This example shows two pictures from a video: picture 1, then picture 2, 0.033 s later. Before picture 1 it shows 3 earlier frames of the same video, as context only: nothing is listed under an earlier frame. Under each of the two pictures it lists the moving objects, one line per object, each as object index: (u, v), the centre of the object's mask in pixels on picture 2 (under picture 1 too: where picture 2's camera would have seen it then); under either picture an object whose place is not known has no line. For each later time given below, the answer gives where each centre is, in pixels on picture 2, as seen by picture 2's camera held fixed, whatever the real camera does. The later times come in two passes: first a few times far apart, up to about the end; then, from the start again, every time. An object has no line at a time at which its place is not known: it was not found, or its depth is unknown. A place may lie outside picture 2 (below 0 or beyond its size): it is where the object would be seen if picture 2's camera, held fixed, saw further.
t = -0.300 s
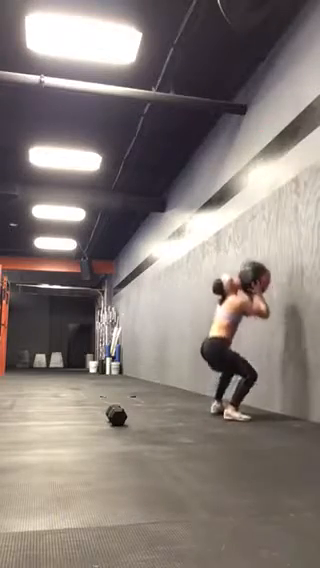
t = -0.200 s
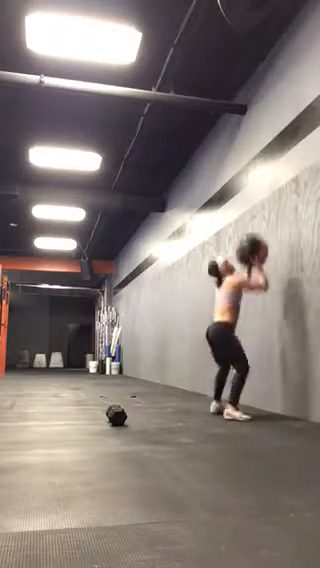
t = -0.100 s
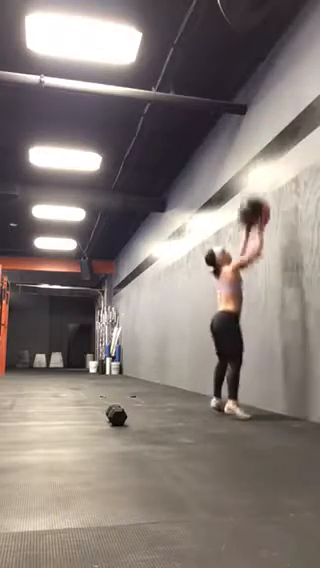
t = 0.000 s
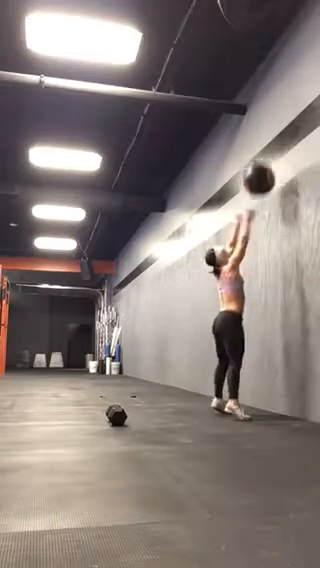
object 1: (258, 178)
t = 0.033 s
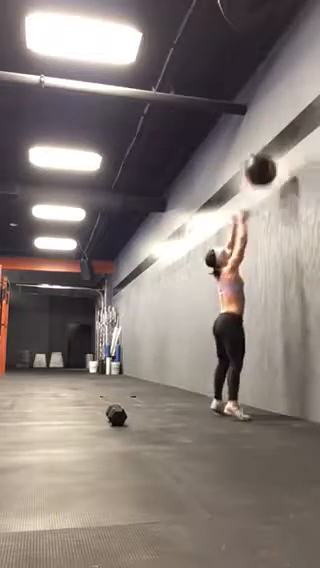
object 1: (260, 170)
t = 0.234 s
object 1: (275, 137)
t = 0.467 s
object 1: (274, 141)
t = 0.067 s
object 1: (262, 162)
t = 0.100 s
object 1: (264, 155)
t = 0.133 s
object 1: (271, 149)
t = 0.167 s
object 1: (273, 144)
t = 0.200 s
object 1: (275, 140)
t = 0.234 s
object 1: (275, 137)
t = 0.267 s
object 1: (276, 135)
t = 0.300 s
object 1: (276, 134)
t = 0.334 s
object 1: (275, 134)
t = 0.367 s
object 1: (275, 134)
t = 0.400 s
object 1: (275, 135)
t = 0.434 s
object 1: (274, 137)
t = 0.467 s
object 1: (274, 141)
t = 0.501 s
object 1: (274, 144)
